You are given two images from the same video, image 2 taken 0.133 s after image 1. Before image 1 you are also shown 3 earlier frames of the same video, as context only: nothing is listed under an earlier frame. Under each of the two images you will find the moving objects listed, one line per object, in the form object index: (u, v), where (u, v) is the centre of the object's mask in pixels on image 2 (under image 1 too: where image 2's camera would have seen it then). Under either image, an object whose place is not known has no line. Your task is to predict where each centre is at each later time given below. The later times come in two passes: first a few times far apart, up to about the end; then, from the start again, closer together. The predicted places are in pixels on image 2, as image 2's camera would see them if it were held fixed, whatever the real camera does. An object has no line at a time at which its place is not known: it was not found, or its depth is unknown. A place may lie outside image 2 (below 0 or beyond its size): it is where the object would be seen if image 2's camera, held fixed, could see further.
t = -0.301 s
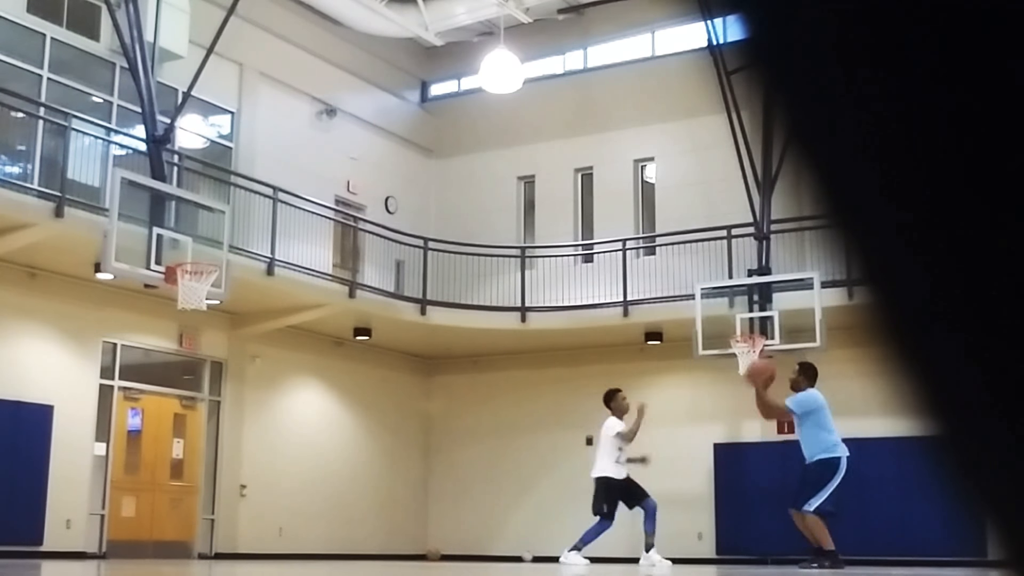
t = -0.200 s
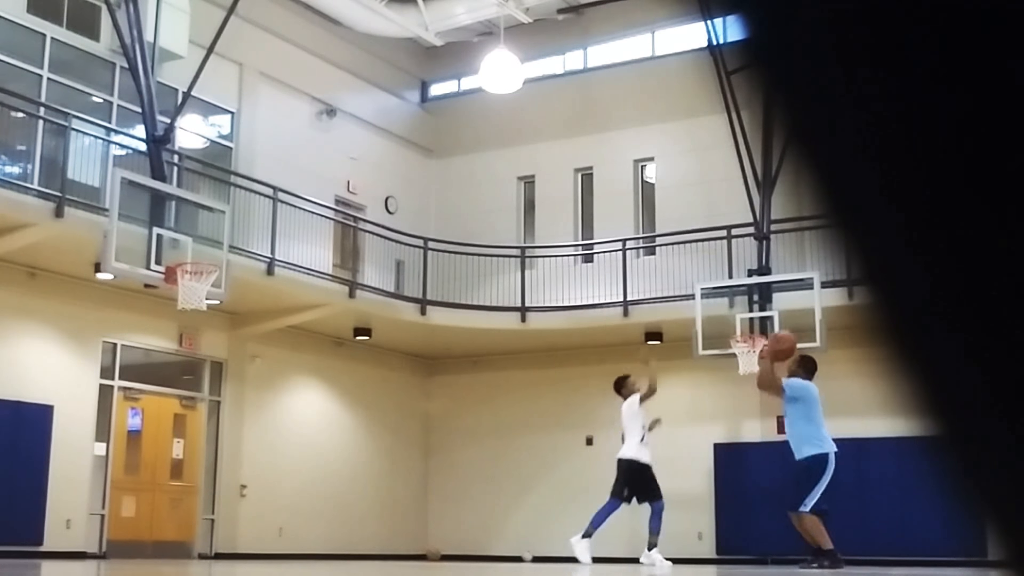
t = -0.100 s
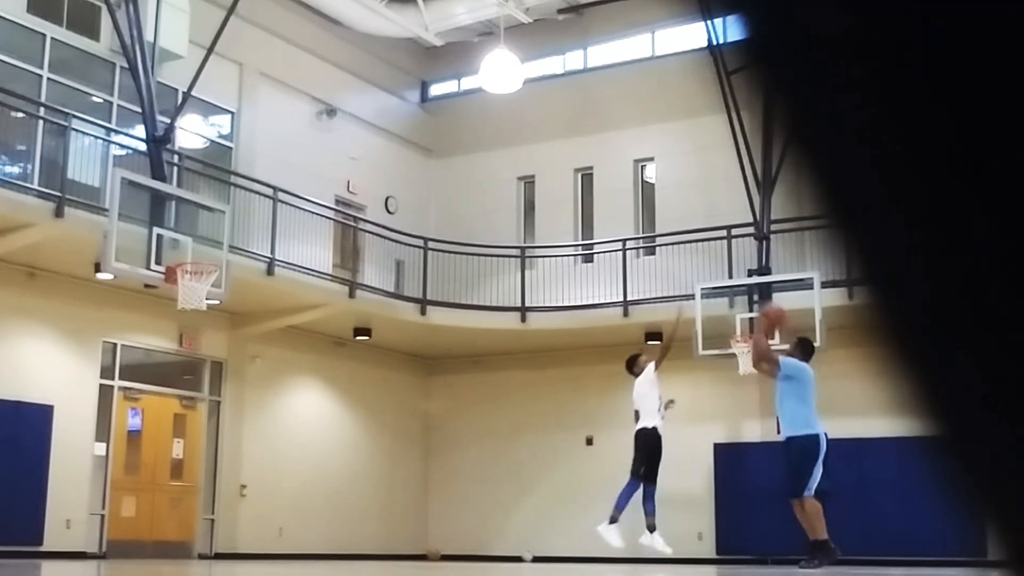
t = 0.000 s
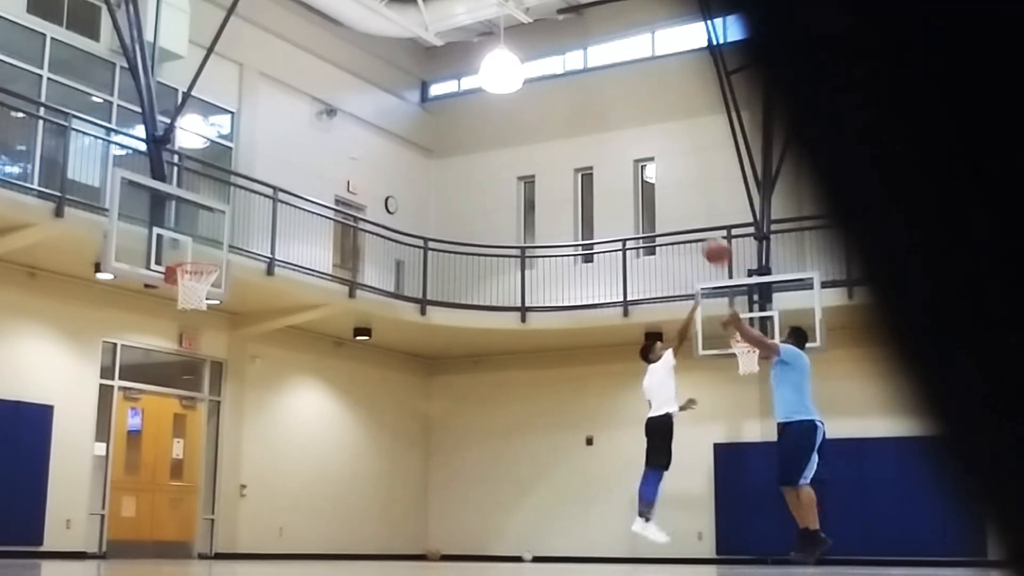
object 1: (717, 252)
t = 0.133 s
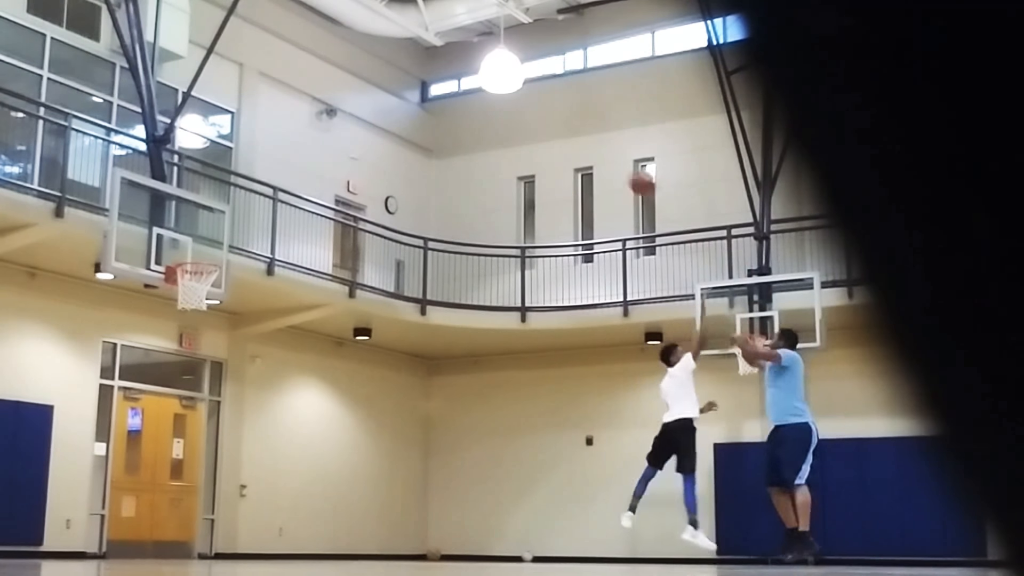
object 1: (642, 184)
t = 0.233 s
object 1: (589, 146)
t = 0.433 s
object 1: (495, 105)
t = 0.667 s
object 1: (395, 106)
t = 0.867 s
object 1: (314, 149)
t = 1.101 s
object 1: (223, 240)
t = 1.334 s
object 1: (214, 272)
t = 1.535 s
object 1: (218, 325)
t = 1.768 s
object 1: (222, 465)
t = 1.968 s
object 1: (233, 484)
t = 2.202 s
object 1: (256, 376)
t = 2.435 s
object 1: (277, 335)
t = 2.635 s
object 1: (296, 365)
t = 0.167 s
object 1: (624, 169)
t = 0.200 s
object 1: (606, 156)
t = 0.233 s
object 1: (589, 146)
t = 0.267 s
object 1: (572, 135)
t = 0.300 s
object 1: (557, 128)
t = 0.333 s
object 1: (541, 121)
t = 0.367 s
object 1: (525, 115)
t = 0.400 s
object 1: (510, 110)
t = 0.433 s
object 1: (495, 105)
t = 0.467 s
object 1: (480, 103)
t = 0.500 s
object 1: (465, 102)
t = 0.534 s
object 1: (451, 101)
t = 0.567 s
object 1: (435, 101)
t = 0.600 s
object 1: (423, 102)
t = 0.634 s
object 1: (408, 105)
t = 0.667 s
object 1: (395, 106)
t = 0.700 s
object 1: (380, 112)
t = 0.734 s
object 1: (366, 117)
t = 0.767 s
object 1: (354, 124)
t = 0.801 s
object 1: (340, 131)
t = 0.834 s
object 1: (327, 140)
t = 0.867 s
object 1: (314, 149)
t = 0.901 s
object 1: (301, 159)
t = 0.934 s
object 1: (288, 170)
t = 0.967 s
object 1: (275, 182)
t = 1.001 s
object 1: (262, 194)
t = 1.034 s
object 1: (249, 209)
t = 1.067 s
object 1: (237, 224)
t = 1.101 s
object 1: (223, 240)
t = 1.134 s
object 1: (211, 256)
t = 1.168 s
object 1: (209, 261)
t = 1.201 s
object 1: (210, 260)
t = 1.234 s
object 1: (211, 261)
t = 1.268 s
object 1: (211, 264)
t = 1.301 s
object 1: (212, 267)
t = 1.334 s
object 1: (214, 272)
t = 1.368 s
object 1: (215, 277)
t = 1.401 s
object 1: (216, 283)
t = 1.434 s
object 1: (217, 291)
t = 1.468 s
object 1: (217, 300)
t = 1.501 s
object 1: (218, 311)
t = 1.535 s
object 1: (218, 325)
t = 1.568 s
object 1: (220, 339)
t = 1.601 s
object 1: (220, 357)
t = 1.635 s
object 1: (220, 372)
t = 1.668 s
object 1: (222, 391)
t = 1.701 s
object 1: (221, 414)
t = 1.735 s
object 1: (222, 438)
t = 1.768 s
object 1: (222, 465)
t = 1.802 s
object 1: (224, 493)
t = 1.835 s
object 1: (224, 524)
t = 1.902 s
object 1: (227, 526)
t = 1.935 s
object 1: (230, 505)
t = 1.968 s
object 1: (233, 484)
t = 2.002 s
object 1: (237, 464)
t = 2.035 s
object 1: (240, 447)
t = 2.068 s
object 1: (243, 431)
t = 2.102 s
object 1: (246, 415)
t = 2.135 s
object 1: (249, 402)
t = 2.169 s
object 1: (252, 389)
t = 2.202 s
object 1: (256, 376)
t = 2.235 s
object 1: (259, 367)
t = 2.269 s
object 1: (262, 357)
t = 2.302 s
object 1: (265, 350)
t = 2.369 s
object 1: (271, 341)
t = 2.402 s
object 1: (274, 337)
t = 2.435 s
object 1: (277, 335)
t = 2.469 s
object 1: (281, 336)
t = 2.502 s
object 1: (284, 339)
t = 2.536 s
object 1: (287, 343)
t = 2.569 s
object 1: (290, 347)
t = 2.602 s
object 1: (293, 355)
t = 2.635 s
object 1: (296, 365)
